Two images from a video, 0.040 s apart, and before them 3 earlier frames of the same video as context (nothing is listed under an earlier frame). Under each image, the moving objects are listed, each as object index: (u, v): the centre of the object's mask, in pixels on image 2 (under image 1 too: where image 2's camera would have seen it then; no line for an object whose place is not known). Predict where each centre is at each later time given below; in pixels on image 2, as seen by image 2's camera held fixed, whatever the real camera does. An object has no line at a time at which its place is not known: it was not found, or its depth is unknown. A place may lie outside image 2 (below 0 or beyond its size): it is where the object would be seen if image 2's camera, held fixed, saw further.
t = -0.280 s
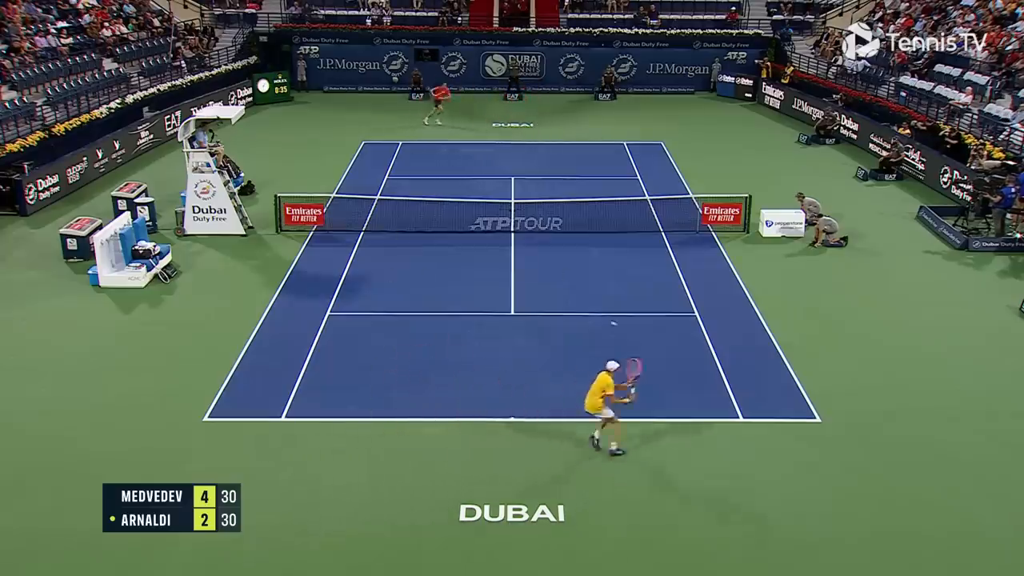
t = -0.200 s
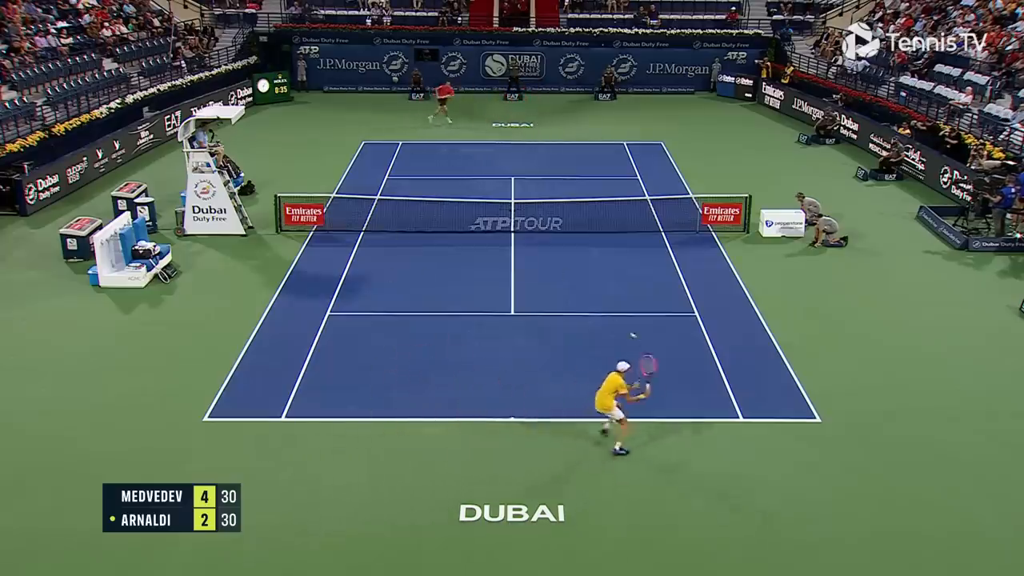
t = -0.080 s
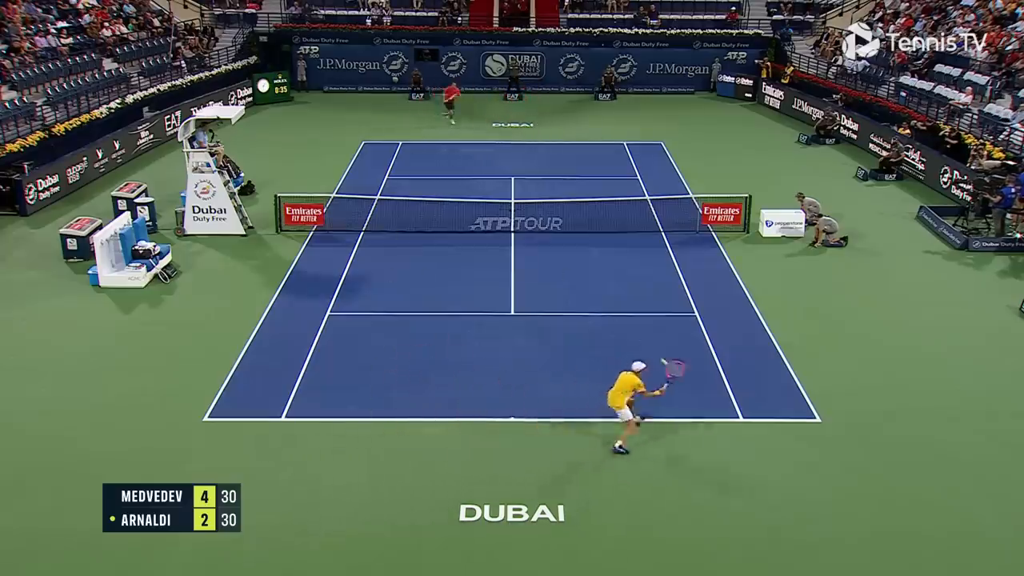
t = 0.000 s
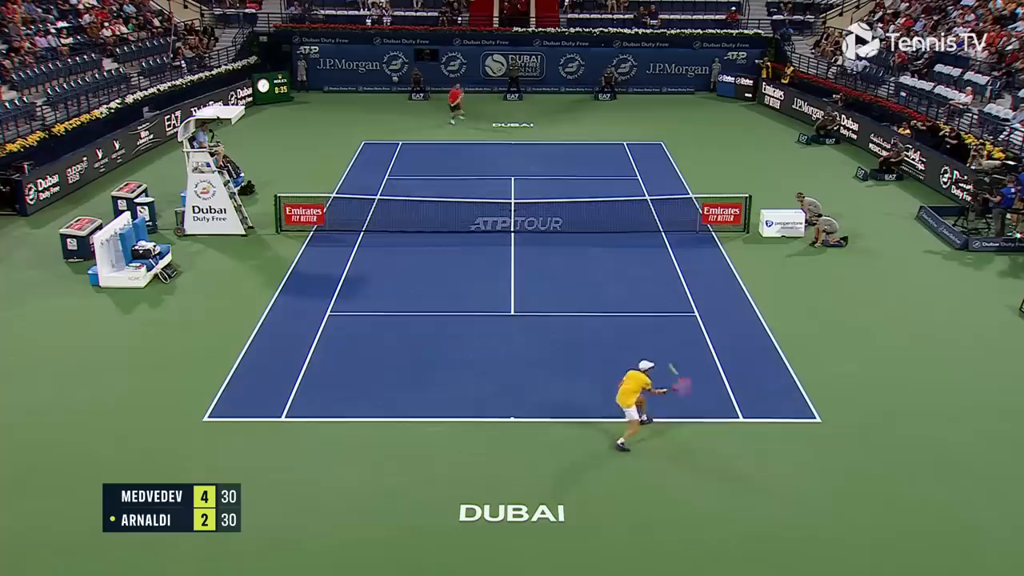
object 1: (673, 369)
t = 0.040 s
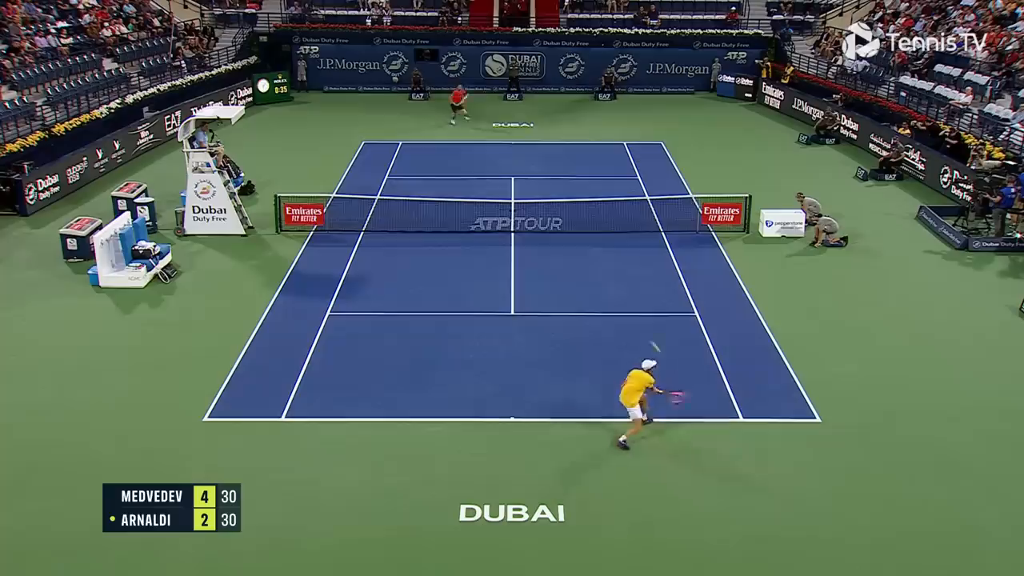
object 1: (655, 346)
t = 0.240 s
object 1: (582, 261)
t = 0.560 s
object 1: (500, 190)
